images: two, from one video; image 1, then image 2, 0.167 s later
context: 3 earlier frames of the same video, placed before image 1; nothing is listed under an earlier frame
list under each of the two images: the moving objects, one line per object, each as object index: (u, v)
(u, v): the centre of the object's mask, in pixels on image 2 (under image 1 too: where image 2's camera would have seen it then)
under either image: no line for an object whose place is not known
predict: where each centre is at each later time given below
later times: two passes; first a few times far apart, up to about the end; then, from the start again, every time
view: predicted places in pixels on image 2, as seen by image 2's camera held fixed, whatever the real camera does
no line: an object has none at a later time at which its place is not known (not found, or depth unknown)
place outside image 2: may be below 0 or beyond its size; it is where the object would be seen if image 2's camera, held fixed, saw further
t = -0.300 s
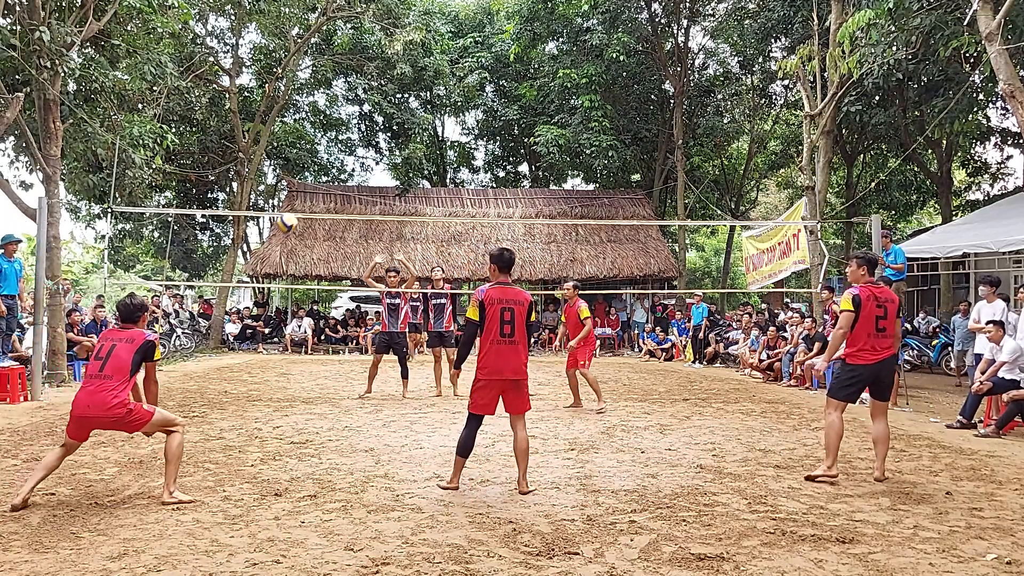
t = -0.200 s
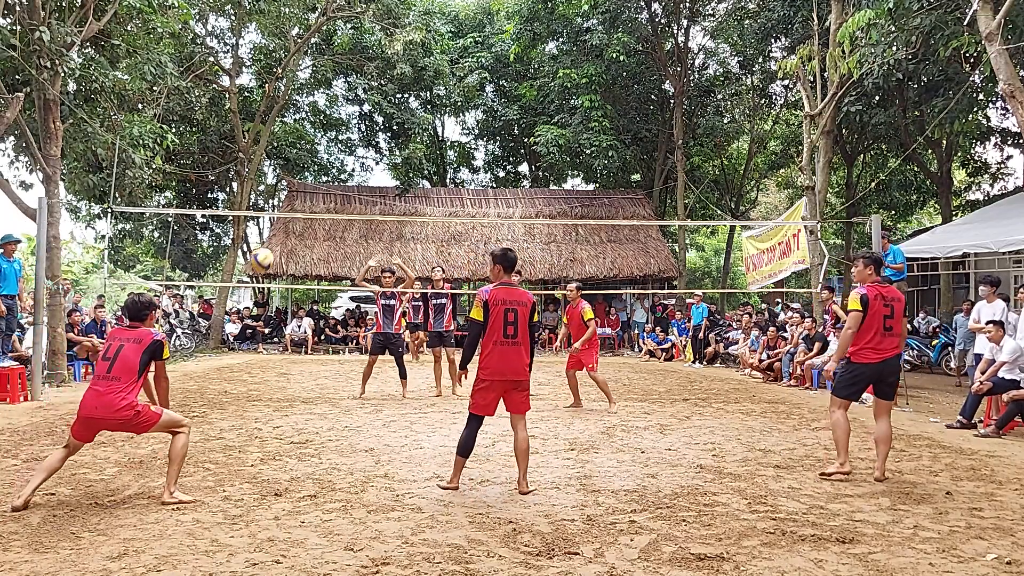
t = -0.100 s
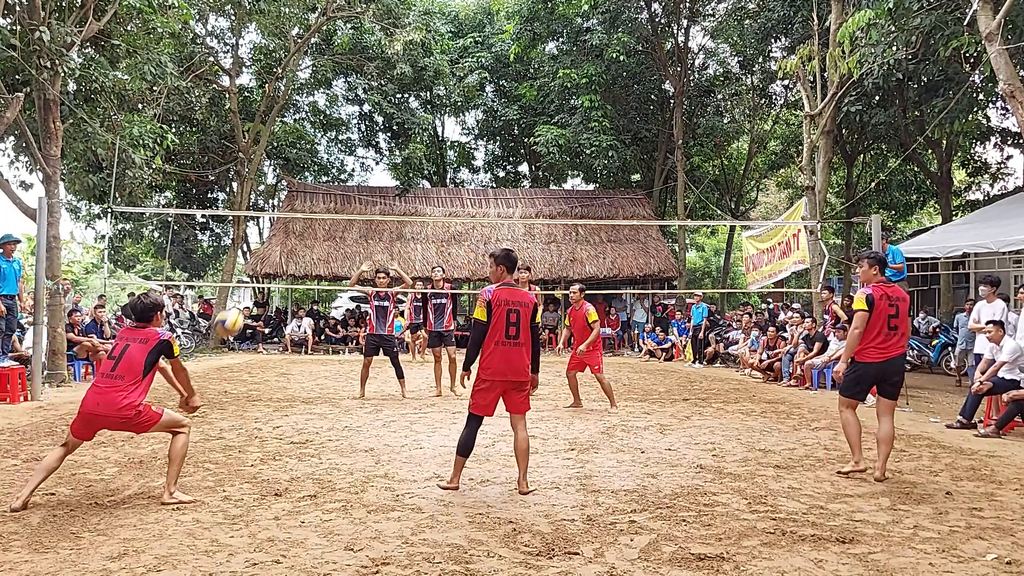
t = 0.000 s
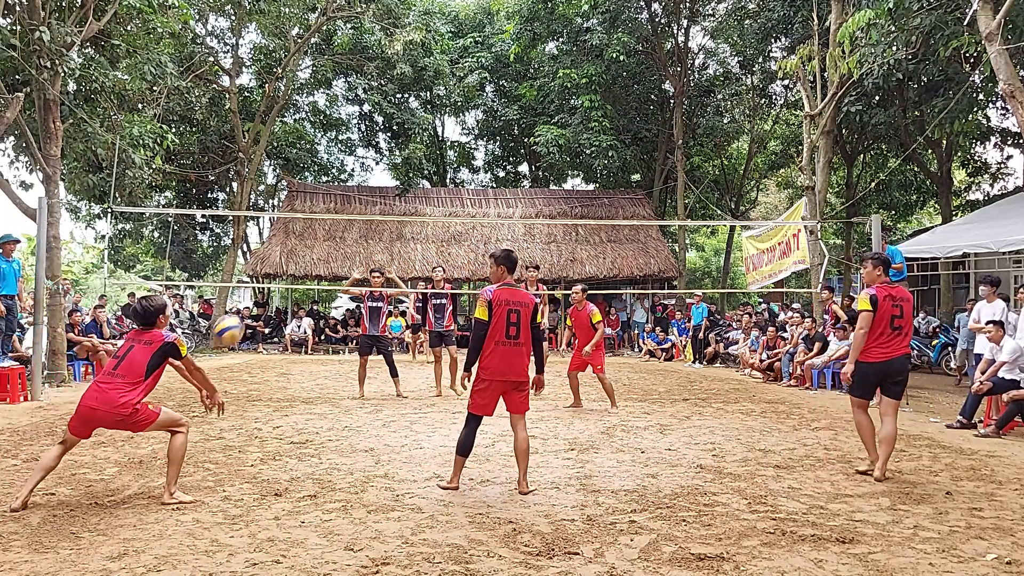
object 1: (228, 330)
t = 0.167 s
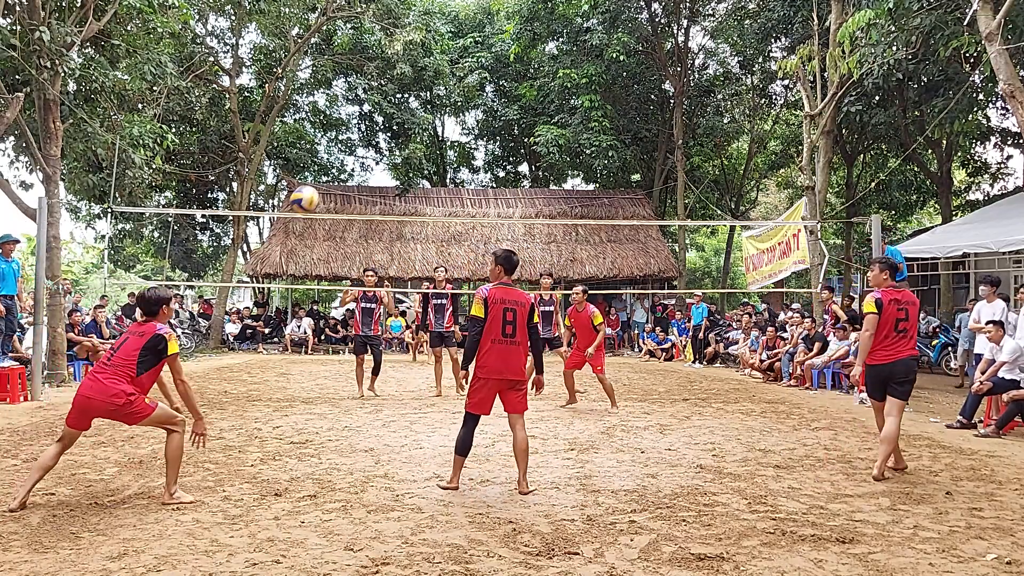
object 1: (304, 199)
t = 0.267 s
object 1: (345, 144)
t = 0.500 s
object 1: (425, 72)
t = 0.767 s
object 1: (503, 67)
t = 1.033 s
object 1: (570, 133)
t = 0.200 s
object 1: (319, 180)
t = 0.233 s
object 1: (331, 162)
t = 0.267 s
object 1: (345, 144)
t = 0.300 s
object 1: (358, 129)
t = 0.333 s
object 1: (370, 116)
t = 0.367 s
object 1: (382, 104)
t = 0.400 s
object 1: (393, 94)
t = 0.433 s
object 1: (404, 85)
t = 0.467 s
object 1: (414, 78)
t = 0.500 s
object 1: (425, 72)
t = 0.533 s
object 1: (436, 66)
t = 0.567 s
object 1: (446, 63)
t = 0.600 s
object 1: (456, 61)
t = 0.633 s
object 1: (466, 60)
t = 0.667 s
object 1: (475, 59)
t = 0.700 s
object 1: (485, 61)
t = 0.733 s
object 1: (494, 63)
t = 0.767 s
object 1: (503, 67)
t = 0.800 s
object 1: (512, 71)
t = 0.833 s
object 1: (521, 77)
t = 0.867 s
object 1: (529, 84)
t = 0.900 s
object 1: (538, 92)
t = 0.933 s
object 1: (546, 101)
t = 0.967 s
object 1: (554, 110)
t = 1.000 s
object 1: (562, 120)
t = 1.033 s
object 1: (570, 133)
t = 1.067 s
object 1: (577, 145)
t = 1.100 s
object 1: (584, 159)
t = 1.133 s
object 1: (590, 172)
